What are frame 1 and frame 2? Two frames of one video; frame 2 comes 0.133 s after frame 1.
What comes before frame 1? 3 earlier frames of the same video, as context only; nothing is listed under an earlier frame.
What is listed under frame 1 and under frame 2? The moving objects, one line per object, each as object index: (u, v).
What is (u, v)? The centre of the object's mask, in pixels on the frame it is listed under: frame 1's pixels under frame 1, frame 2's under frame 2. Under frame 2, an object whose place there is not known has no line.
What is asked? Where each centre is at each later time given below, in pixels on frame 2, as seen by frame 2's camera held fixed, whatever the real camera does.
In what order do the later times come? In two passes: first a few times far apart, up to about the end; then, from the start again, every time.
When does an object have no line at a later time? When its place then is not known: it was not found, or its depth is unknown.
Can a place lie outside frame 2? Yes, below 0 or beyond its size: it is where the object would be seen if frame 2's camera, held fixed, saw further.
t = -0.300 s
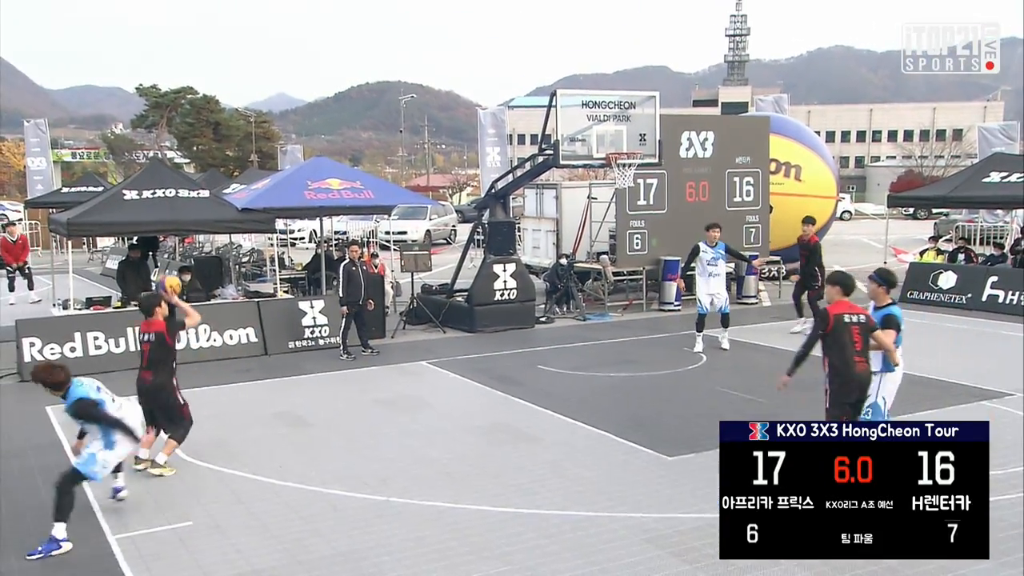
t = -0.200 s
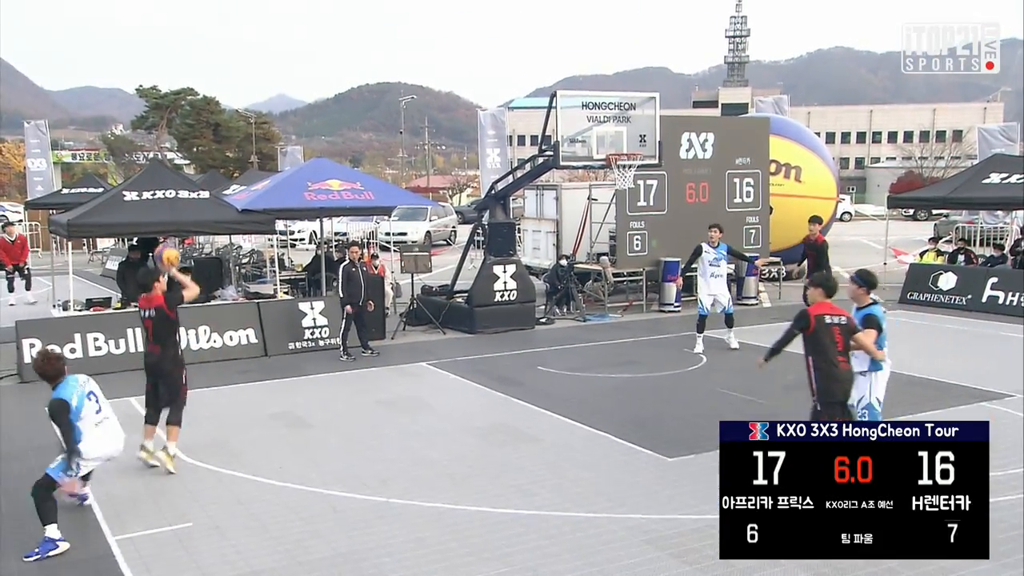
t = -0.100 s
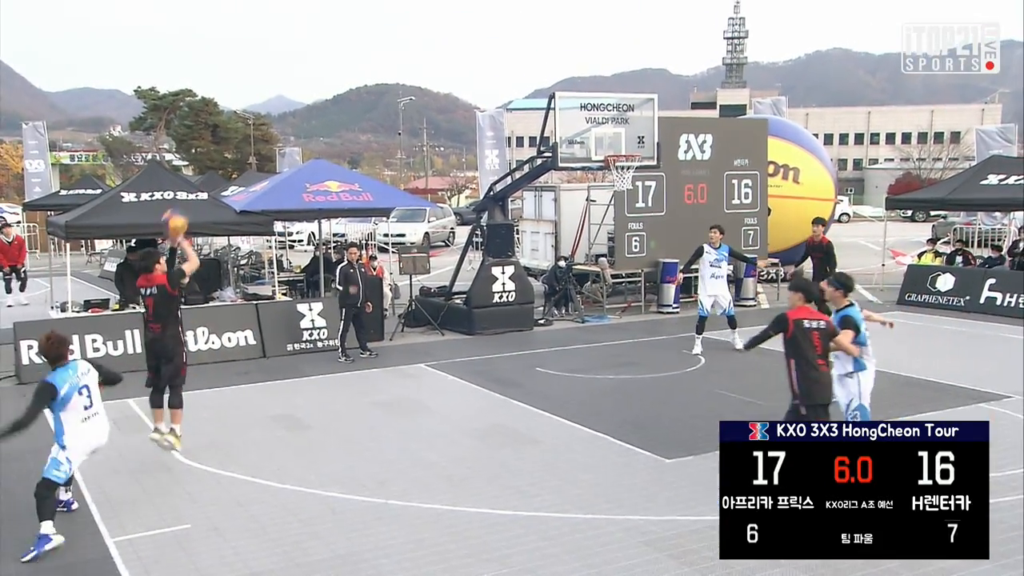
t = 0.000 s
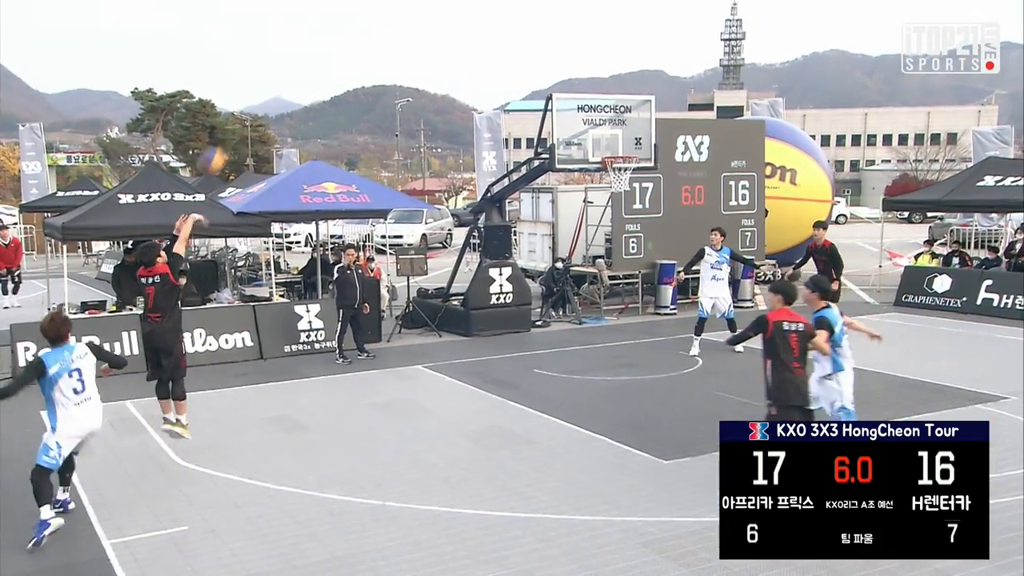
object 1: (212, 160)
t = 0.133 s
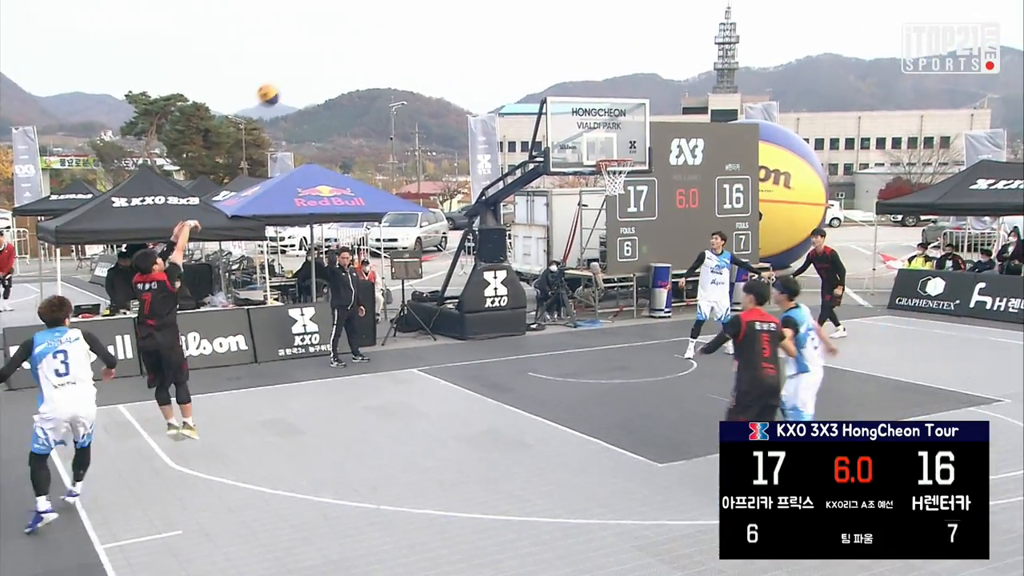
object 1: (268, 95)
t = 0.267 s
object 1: (323, 46)
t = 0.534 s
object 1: (418, 5)
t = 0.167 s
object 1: (282, 80)
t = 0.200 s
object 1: (296, 68)
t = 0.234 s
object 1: (310, 57)
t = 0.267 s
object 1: (323, 46)
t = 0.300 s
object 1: (337, 37)
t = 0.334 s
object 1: (349, 29)
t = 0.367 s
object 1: (361, 23)
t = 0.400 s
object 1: (373, 17)
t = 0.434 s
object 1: (385, 13)
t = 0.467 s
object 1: (396, 9)
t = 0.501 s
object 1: (407, 7)
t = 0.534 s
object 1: (418, 5)
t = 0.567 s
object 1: (428, 5)
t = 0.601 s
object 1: (439, 5)
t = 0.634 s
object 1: (449, 6)
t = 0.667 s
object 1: (460, 8)
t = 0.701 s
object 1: (471, 11)
